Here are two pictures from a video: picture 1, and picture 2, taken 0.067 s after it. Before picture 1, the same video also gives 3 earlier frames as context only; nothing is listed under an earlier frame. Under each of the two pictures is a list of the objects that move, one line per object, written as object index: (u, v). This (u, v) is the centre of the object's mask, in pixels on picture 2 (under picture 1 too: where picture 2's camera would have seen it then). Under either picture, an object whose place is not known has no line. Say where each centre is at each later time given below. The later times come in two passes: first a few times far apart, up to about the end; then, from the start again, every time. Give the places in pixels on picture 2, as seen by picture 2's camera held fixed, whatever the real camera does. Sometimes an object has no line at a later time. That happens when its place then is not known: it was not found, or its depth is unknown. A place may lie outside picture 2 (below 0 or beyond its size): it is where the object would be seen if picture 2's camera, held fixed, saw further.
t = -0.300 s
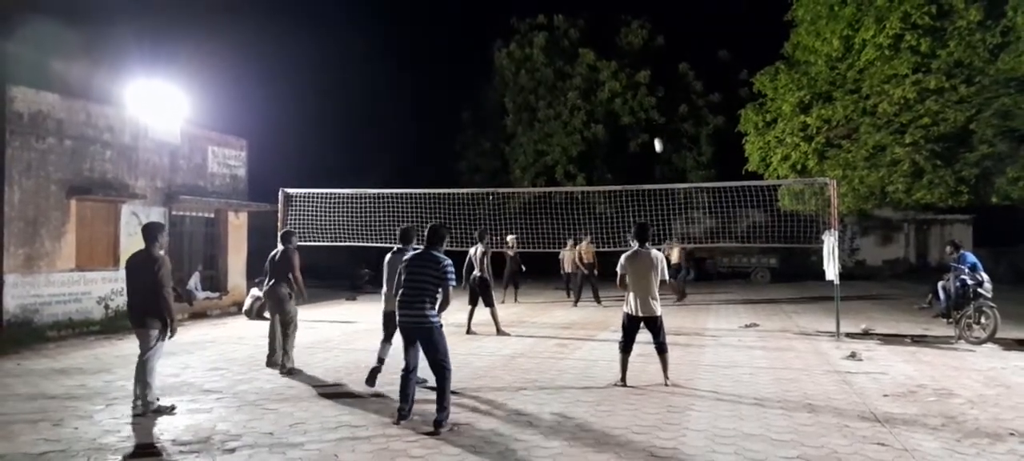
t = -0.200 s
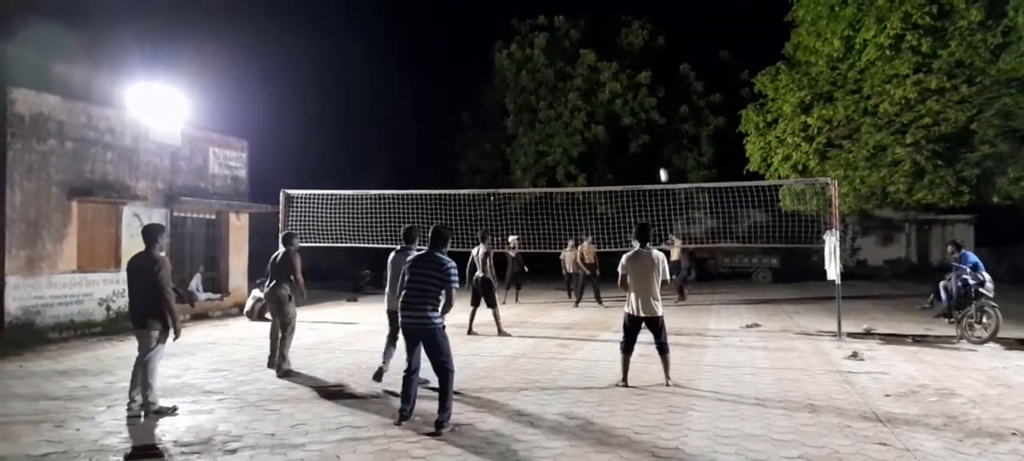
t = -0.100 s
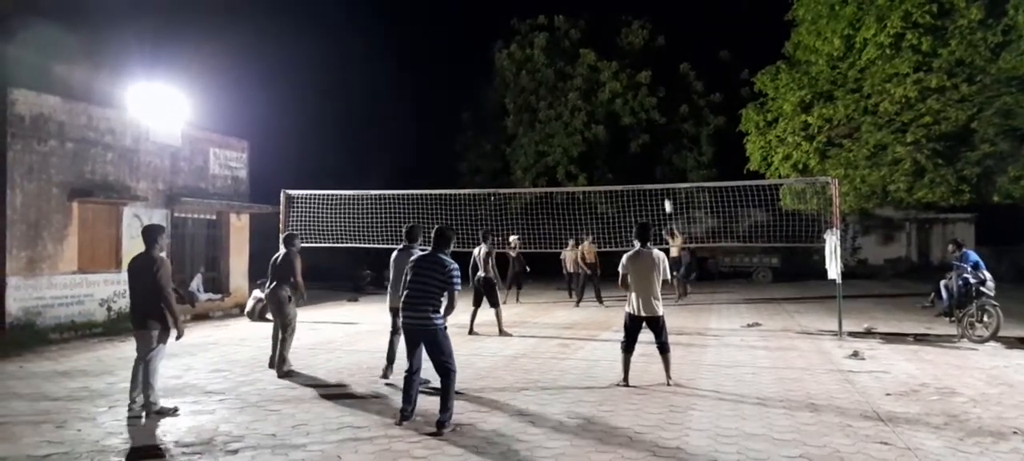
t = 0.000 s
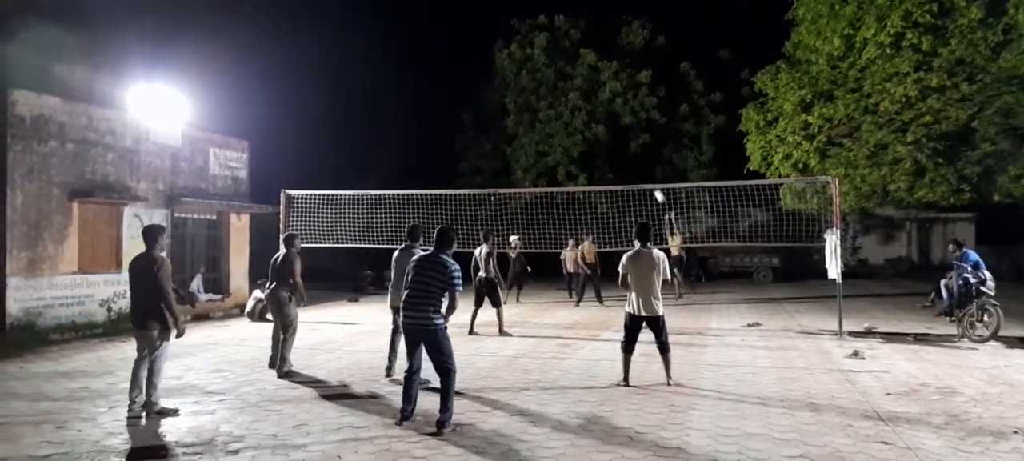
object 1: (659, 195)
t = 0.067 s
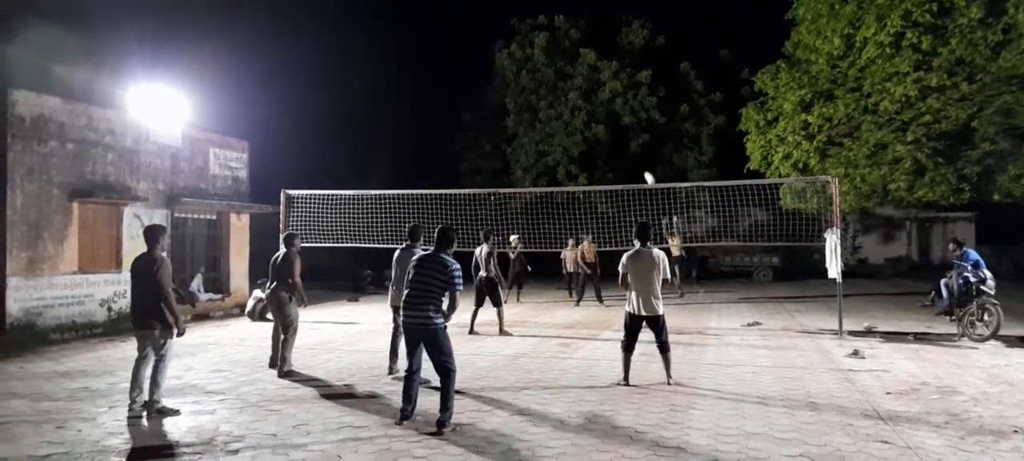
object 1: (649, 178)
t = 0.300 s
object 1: (606, 123)
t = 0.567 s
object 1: (539, 81)
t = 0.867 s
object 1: (422, 80)
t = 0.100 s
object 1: (644, 169)
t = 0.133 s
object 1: (638, 161)
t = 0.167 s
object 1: (632, 153)
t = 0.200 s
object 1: (626, 145)
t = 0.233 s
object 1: (620, 137)
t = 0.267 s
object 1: (613, 130)
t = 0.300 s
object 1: (606, 123)
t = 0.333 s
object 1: (599, 116)
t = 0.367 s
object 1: (592, 109)
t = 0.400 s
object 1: (584, 104)
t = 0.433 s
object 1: (576, 98)
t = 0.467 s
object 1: (567, 93)
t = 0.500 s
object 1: (559, 88)
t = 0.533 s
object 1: (549, 84)
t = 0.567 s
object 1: (539, 81)
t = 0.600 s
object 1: (529, 77)
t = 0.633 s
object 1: (518, 75)
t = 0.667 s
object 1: (506, 73)
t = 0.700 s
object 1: (494, 72)
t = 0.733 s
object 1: (482, 72)
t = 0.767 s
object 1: (468, 72)
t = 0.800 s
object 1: (454, 73)
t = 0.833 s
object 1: (439, 76)
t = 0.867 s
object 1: (422, 80)
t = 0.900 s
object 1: (406, 84)
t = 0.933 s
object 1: (387, 90)
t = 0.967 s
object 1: (367, 98)
